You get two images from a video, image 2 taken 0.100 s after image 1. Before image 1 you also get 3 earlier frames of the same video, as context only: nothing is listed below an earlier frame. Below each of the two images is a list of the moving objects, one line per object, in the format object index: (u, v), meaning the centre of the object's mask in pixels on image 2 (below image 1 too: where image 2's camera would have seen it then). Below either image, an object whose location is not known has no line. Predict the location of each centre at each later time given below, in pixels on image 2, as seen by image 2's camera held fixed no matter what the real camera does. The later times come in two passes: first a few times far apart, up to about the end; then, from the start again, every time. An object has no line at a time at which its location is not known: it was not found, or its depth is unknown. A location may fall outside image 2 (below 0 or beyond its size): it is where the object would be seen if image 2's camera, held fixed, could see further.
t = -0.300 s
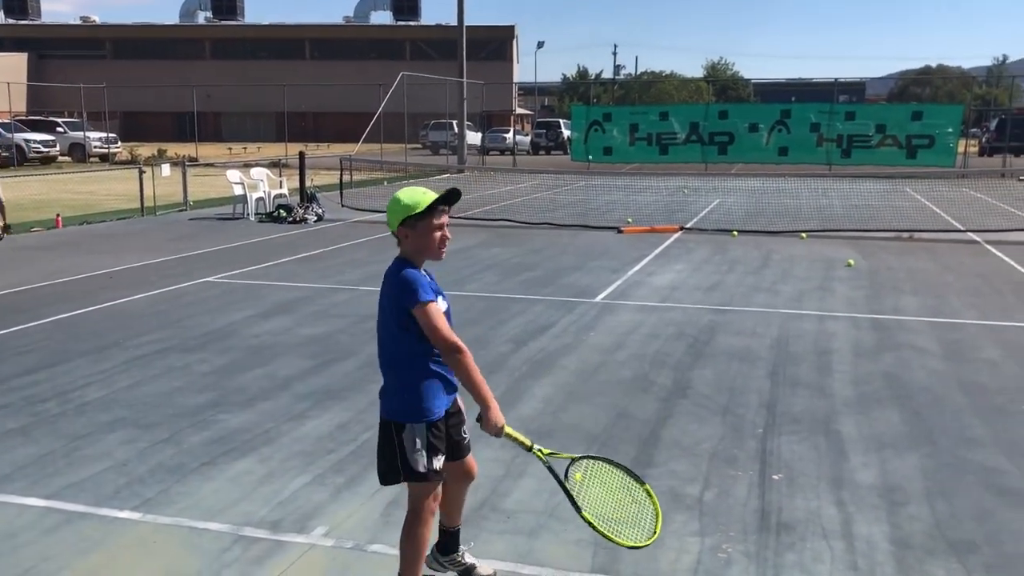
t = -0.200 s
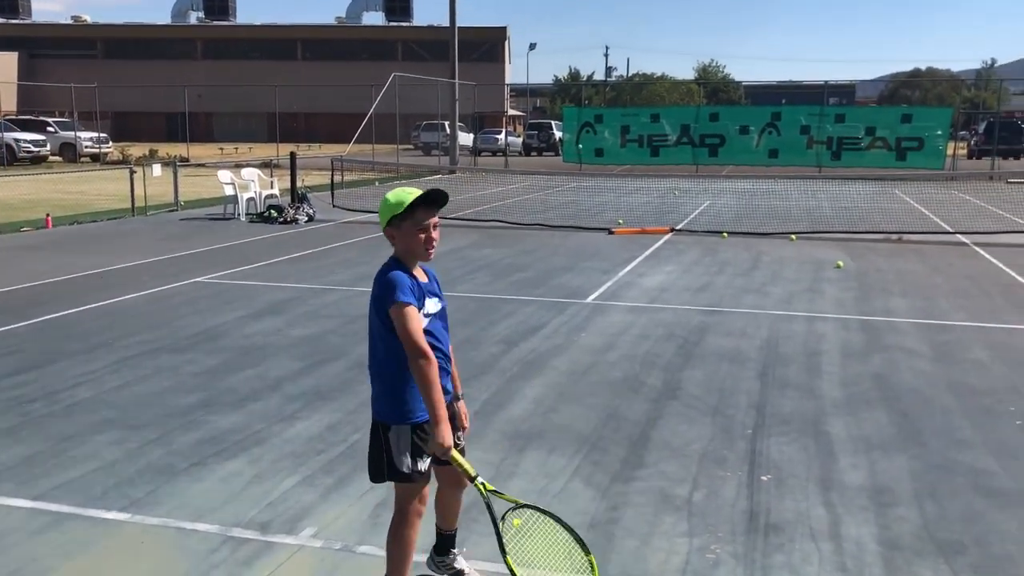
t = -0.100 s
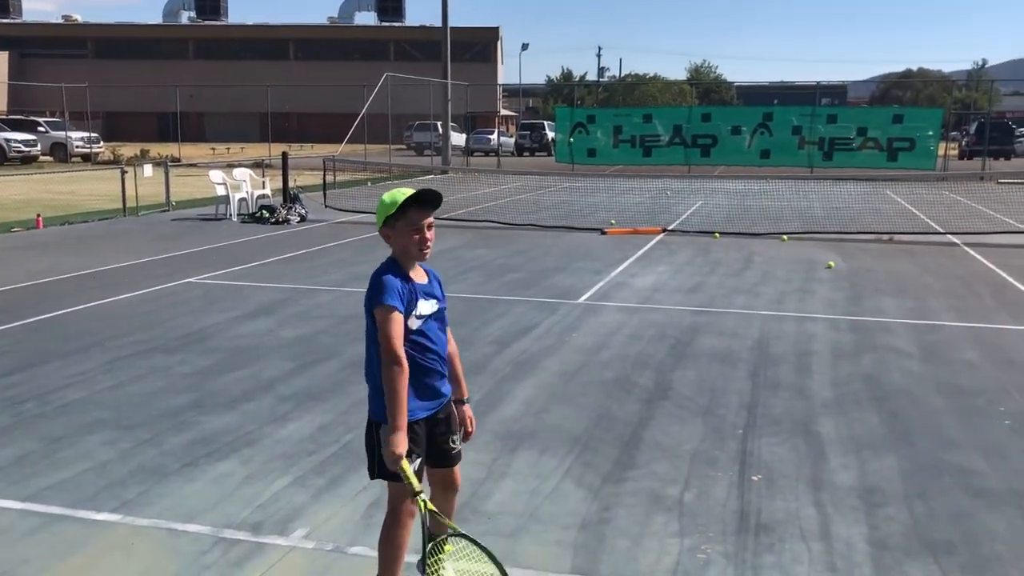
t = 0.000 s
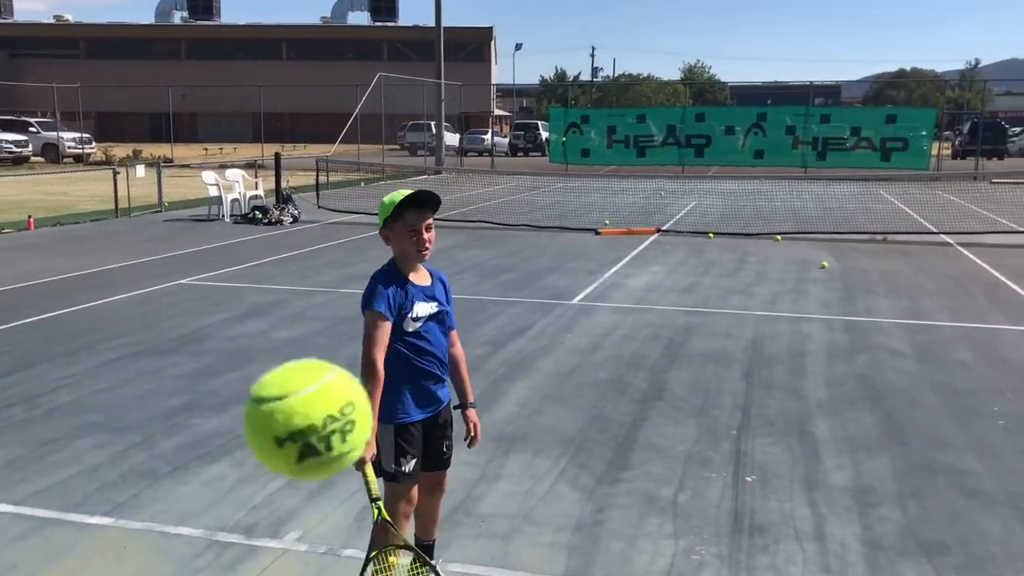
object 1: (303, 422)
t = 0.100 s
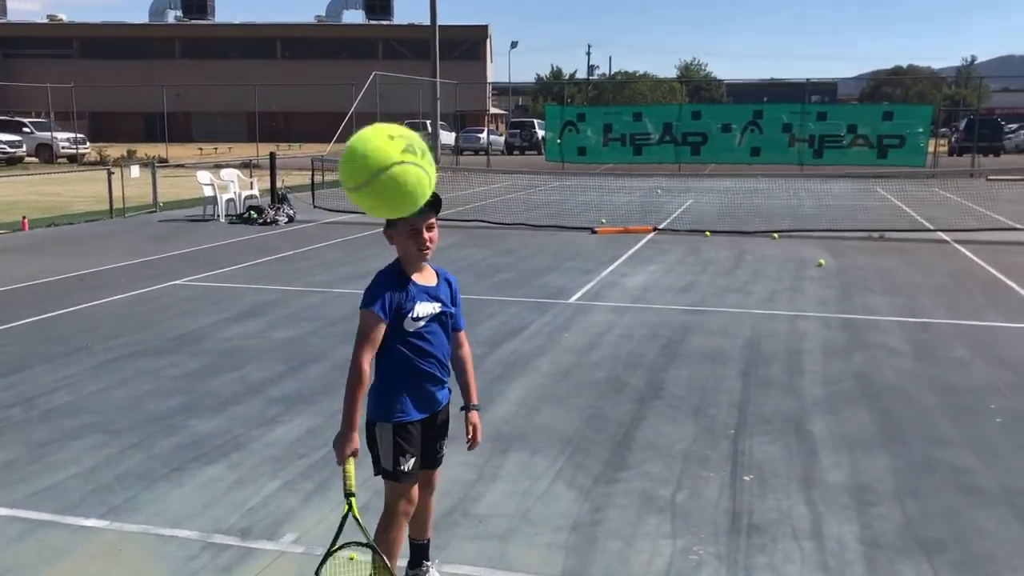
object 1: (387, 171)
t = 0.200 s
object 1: (442, 118)
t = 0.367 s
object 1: (494, 242)
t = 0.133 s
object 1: (408, 137)
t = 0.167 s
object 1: (426, 121)
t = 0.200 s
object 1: (442, 118)
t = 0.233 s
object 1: (456, 128)
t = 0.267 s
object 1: (469, 146)
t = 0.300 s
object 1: (479, 173)
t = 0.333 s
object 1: (487, 205)
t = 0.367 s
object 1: (494, 242)
